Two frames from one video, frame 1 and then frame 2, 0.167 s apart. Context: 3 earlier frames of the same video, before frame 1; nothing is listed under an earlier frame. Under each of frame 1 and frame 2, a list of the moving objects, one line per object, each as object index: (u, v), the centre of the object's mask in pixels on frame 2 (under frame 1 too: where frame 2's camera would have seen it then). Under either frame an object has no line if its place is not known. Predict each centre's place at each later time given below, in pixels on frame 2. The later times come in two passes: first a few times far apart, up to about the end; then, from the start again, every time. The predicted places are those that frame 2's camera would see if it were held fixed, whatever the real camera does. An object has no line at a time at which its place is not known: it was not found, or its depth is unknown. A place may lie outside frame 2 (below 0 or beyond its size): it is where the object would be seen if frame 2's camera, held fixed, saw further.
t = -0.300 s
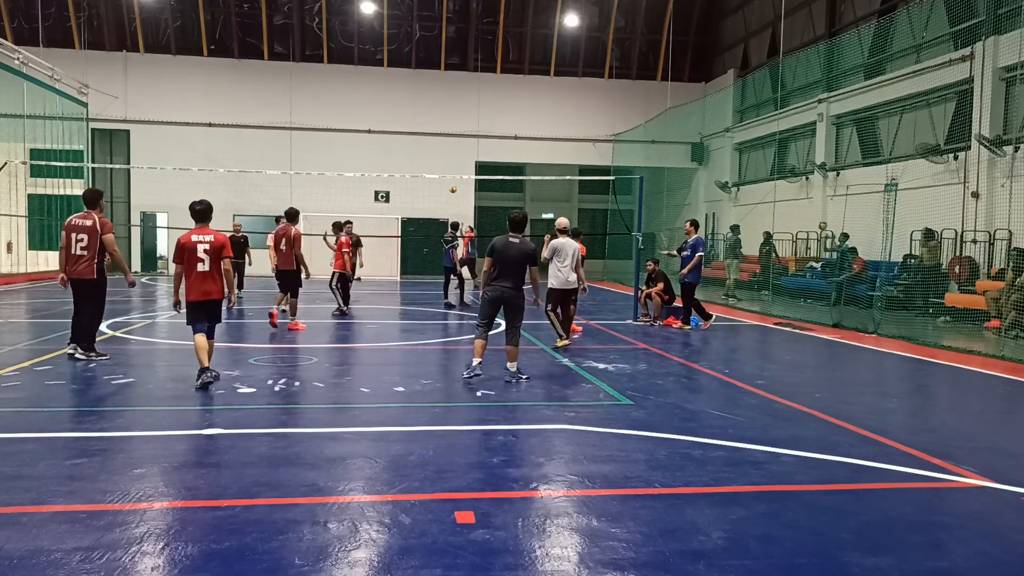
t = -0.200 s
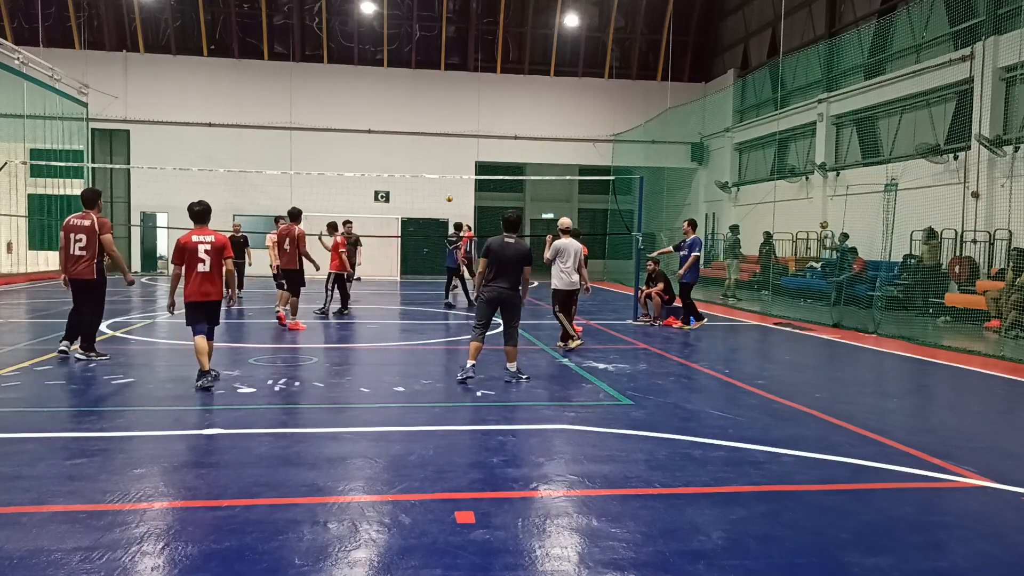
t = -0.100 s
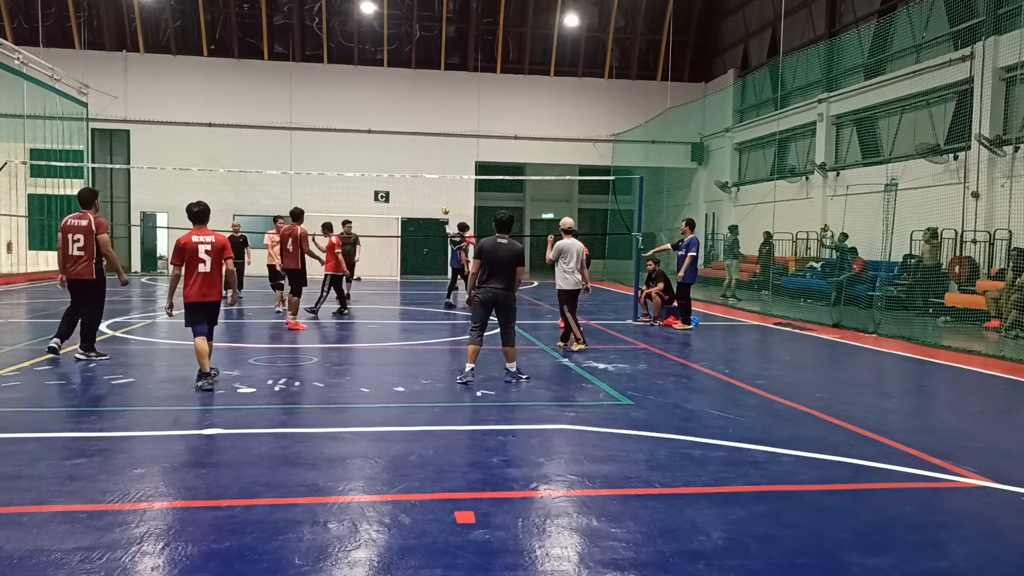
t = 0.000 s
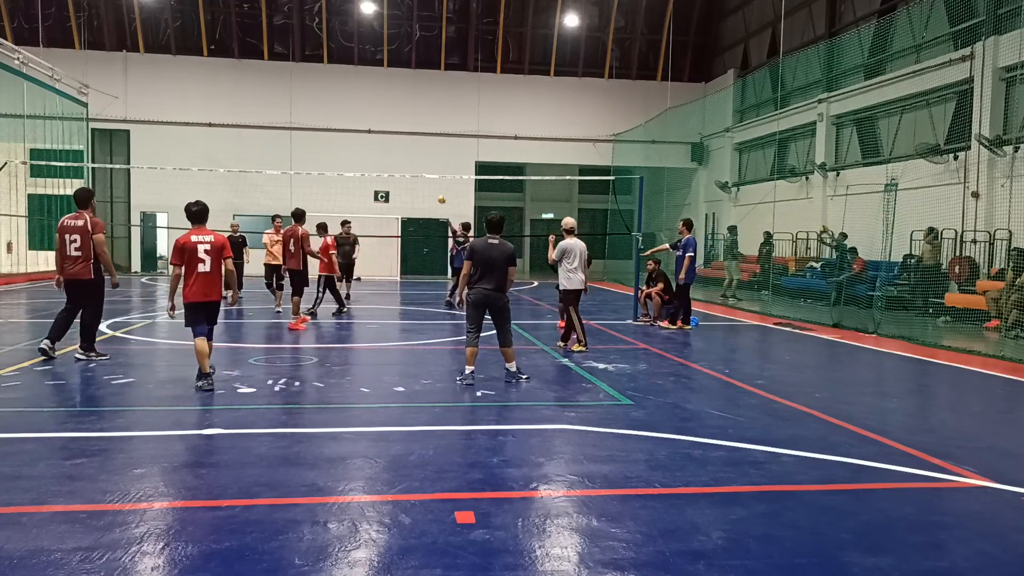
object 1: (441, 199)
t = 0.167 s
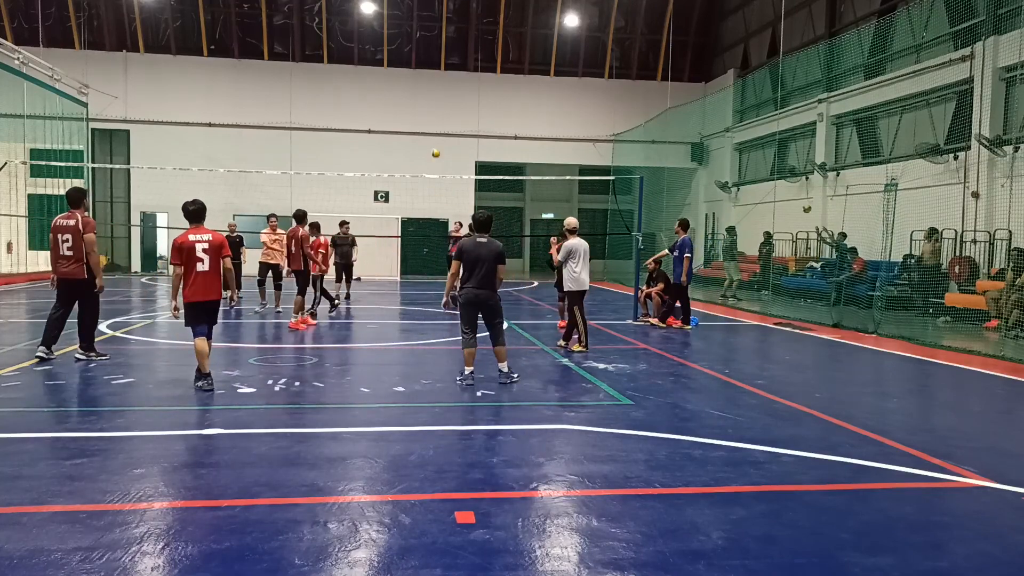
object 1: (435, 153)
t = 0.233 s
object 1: (432, 135)
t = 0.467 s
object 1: (424, 73)
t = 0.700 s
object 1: (416, 28)
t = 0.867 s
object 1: (406, 7)
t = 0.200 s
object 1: (434, 144)
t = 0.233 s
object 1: (432, 135)
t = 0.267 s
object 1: (431, 125)
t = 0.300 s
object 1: (430, 116)
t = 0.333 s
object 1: (429, 108)
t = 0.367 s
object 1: (428, 98)
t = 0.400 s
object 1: (427, 90)
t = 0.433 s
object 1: (426, 82)
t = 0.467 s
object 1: (424, 73)
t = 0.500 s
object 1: (423, 65)
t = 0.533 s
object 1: (421, 59)
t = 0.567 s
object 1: (420, 52)
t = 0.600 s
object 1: (419, 45)
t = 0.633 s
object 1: (418, 39)
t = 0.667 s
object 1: (417, 33)
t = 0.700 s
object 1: (416, 28)
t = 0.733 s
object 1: (415, 22)
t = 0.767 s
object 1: (413, 17)
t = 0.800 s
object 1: (411, 13)
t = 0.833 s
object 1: (409, 9)
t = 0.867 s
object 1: (406, 7)
